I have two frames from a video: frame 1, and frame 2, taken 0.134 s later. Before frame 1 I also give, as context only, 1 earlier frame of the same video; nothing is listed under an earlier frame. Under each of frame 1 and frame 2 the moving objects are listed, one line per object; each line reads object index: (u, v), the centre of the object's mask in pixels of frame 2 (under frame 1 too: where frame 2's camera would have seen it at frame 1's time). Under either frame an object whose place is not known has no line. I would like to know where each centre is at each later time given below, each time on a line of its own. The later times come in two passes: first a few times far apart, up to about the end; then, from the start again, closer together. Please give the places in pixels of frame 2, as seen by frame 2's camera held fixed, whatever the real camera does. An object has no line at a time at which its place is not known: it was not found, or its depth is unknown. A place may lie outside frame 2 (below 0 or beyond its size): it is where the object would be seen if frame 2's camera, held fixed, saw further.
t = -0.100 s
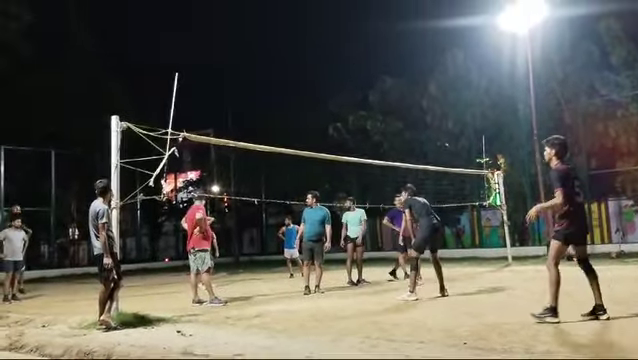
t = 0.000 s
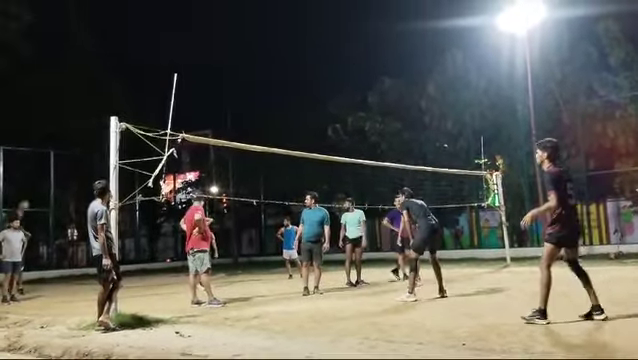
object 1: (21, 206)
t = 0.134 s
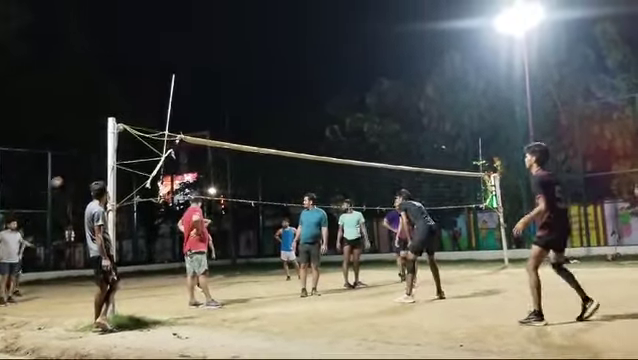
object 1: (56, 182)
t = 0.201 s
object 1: (76, 171)
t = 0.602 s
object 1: (232, 133)
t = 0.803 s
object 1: (343, 143)
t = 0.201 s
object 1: (76, 171)
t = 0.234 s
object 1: (87, 166)
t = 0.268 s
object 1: (97, 161)
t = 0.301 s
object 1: (104, 157)
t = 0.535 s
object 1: (202, 134)
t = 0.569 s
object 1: (216, 134)
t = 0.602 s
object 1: (232, 133)
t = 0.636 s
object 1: (249, 133)
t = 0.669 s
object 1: (265, 133)
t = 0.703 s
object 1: (284, 135)
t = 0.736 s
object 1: (303, 137)
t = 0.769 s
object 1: (322, 140)
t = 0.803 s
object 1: (343, 143)
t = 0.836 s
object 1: (366, 148)
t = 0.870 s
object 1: (389, 154)
